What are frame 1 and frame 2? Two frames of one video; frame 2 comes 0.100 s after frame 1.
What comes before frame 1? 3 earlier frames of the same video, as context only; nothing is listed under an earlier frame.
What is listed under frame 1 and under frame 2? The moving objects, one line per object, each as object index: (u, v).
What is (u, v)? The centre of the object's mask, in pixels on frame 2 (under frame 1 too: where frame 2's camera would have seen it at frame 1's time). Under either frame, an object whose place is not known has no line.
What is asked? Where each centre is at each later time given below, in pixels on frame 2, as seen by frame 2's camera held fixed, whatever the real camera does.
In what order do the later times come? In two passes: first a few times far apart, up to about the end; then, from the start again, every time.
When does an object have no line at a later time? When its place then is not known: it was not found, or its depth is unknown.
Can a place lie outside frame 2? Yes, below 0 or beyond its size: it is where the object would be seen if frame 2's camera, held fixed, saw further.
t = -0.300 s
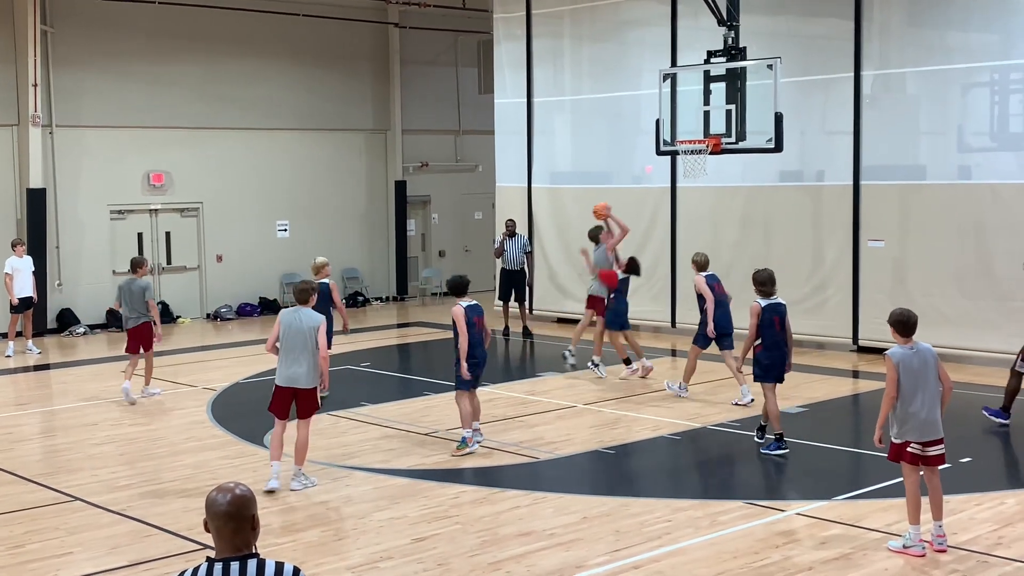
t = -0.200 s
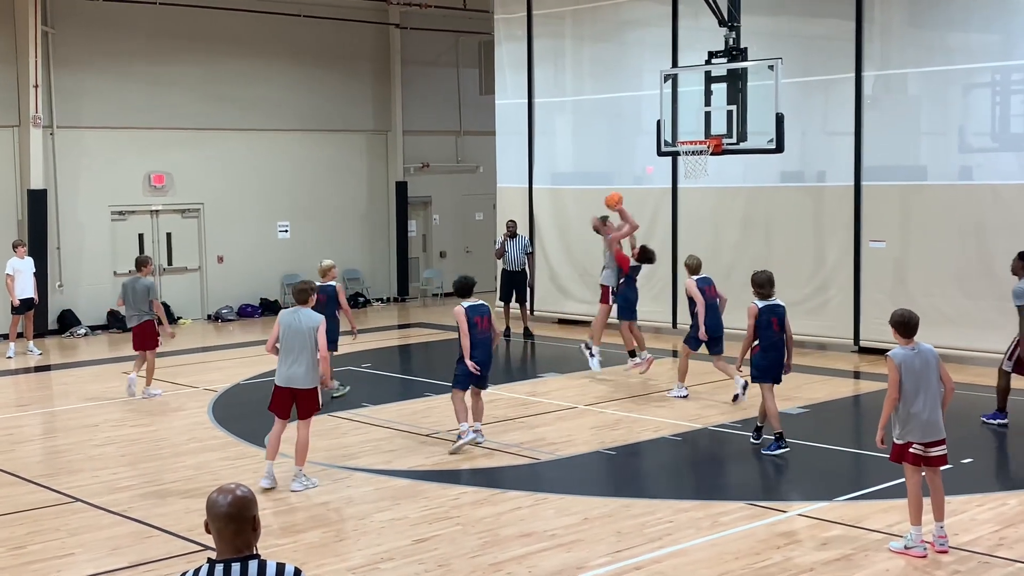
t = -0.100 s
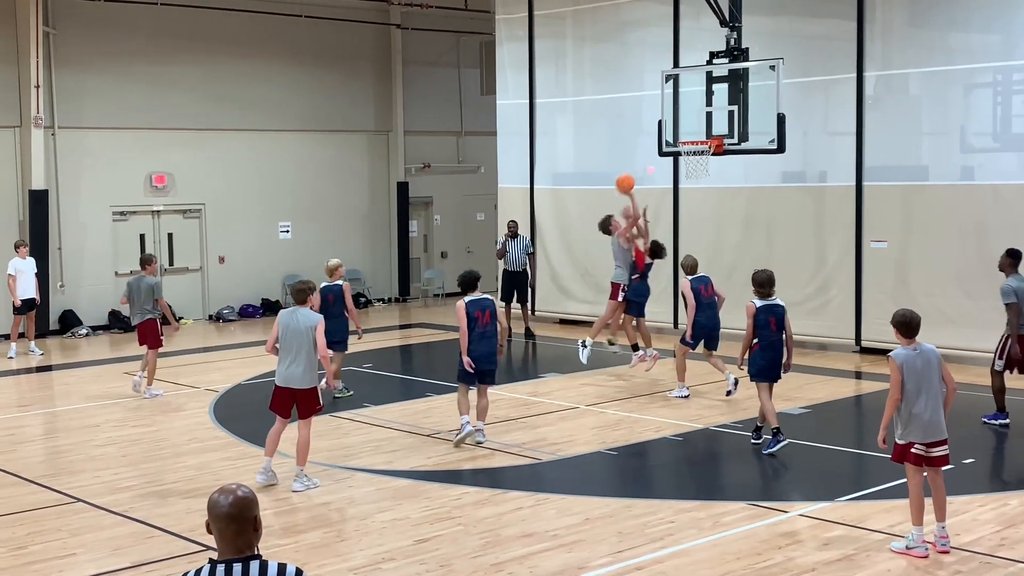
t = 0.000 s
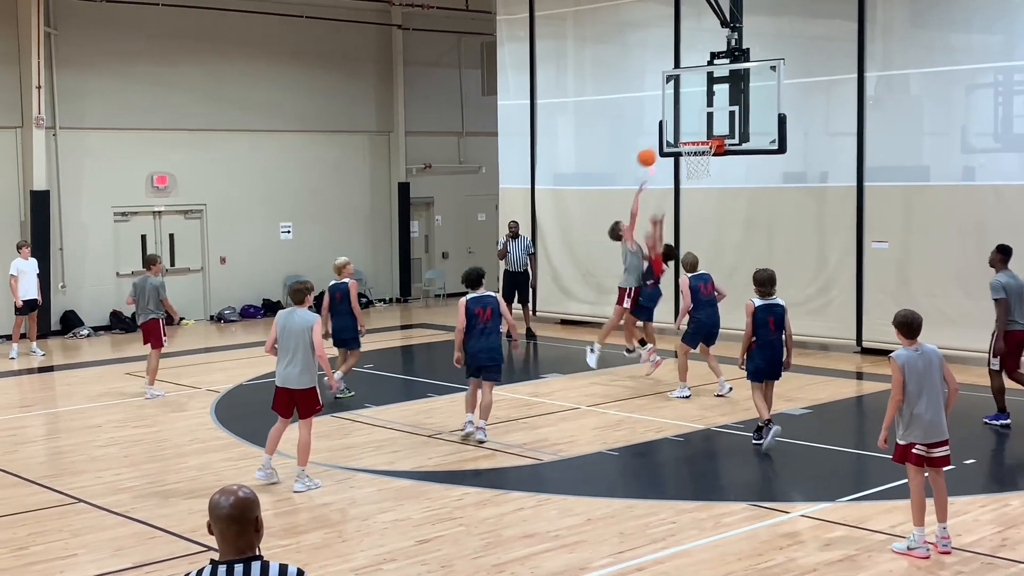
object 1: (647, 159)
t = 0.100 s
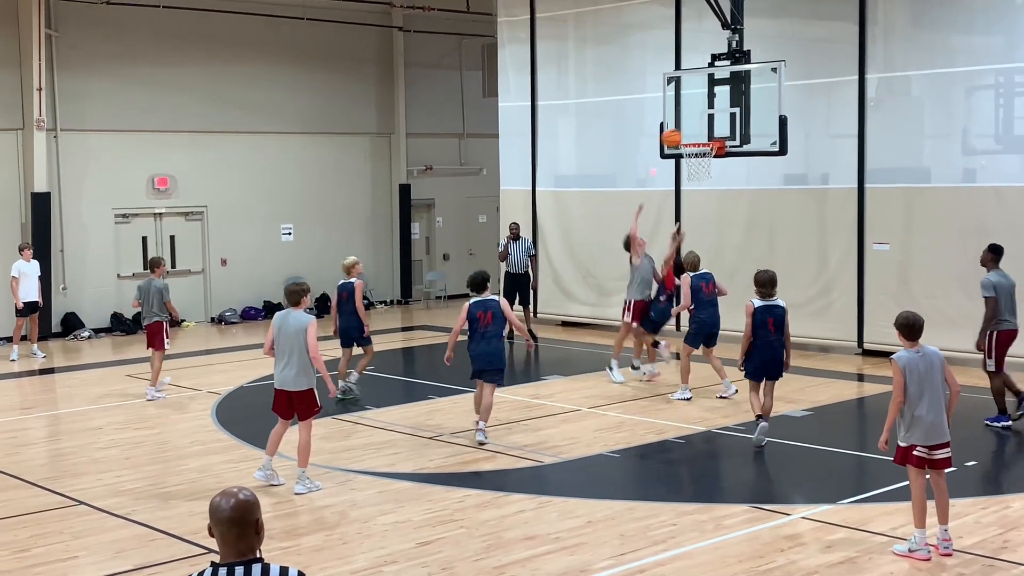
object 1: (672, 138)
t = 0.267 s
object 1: (698, 124)
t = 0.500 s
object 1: (699, 142)
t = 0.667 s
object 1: (702, 158)
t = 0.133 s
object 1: (680, 132)
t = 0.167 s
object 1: (687, 128)
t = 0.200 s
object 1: (696, 124)
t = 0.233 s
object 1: (698, 124)
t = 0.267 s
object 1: (698, 124)
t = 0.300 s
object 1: (697, 125)
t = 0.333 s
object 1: (696, 127)
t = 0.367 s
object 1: (696, 130)
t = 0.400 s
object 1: (695, 134)
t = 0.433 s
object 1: (695, 138)
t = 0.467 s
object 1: (696, 141)
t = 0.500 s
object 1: (699, 142)
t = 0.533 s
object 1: (702, 145)
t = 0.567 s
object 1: (704, 148)
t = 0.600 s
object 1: (703, 152)
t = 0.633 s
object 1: (703, 154)
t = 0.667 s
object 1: (702, 158)
